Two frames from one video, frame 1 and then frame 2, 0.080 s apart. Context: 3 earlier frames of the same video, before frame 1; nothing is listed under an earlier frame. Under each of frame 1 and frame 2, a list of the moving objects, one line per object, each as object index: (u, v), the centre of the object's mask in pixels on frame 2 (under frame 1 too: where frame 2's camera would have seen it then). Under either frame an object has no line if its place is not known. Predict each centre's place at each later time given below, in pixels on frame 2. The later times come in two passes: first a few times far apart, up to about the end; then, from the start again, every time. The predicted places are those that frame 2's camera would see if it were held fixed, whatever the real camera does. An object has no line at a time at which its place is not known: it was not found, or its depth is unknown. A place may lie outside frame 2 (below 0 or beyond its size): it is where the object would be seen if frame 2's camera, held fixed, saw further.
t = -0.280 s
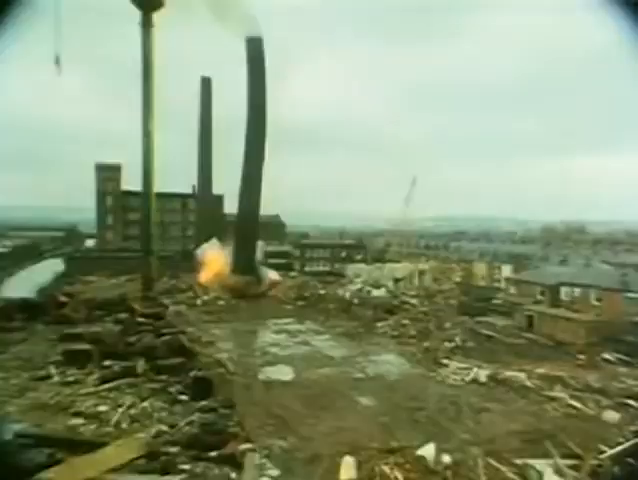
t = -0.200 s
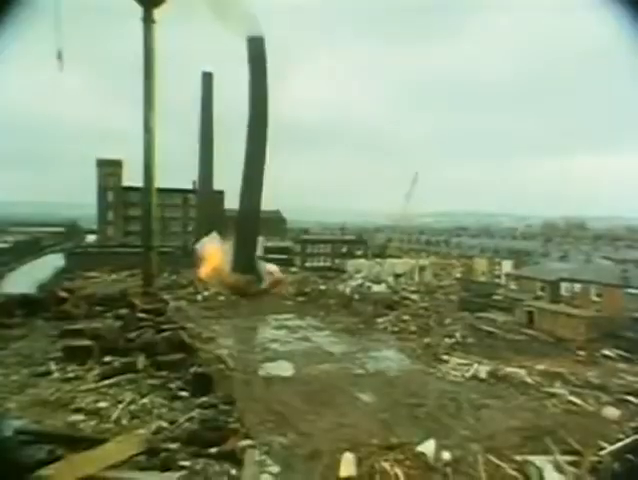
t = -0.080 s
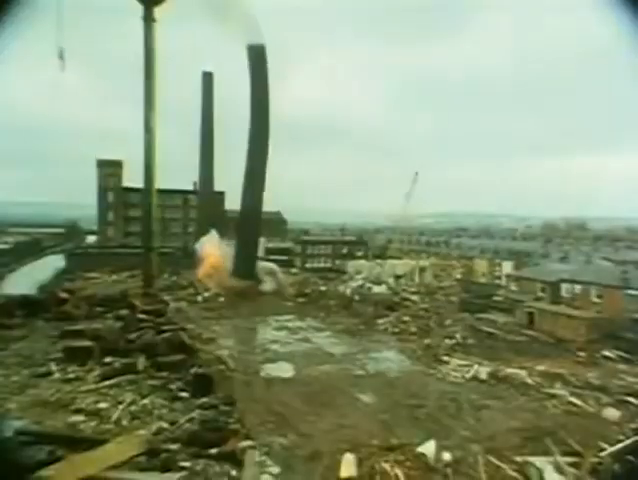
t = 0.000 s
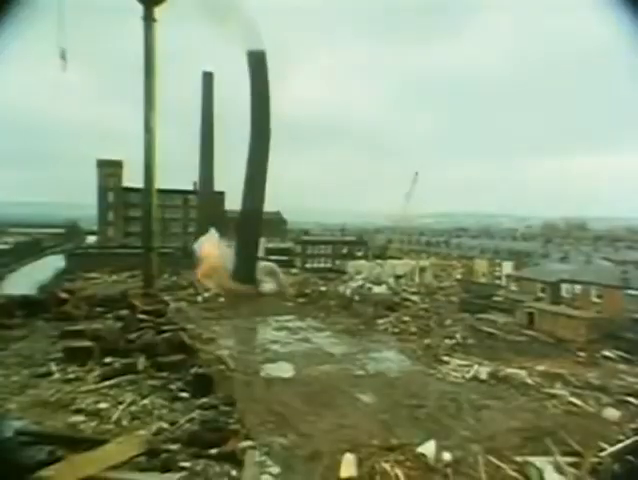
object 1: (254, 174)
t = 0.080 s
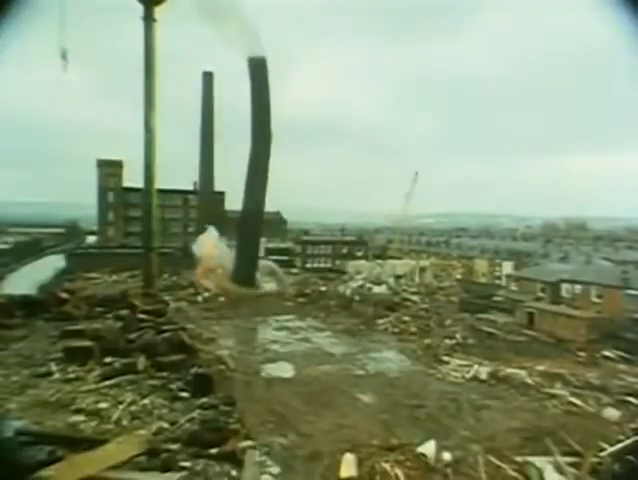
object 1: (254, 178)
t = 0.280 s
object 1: (256, 185)
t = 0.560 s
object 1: (259, 194)
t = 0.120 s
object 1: (254, 179)
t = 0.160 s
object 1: (255, 180)
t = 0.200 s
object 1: (255, 182)
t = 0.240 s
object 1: (255, 184)
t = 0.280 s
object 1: (256, 185)
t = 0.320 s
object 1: (256, 187)
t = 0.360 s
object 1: (256, 189)
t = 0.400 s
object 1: (257, 191)
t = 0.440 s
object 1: (257, 192)
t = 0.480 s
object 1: (258, 193)
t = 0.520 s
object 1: (258, 193)
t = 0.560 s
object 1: (259, 194)
